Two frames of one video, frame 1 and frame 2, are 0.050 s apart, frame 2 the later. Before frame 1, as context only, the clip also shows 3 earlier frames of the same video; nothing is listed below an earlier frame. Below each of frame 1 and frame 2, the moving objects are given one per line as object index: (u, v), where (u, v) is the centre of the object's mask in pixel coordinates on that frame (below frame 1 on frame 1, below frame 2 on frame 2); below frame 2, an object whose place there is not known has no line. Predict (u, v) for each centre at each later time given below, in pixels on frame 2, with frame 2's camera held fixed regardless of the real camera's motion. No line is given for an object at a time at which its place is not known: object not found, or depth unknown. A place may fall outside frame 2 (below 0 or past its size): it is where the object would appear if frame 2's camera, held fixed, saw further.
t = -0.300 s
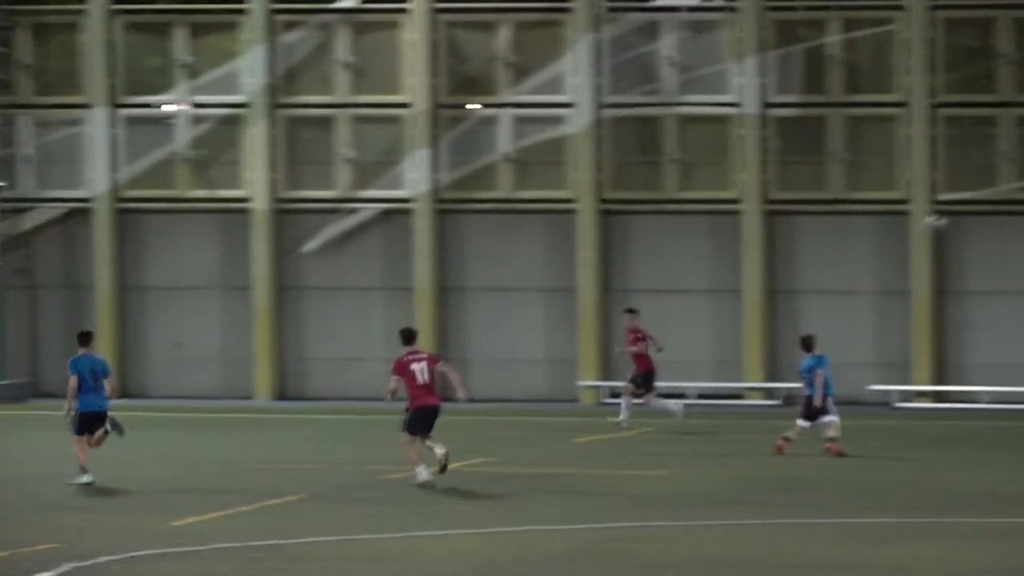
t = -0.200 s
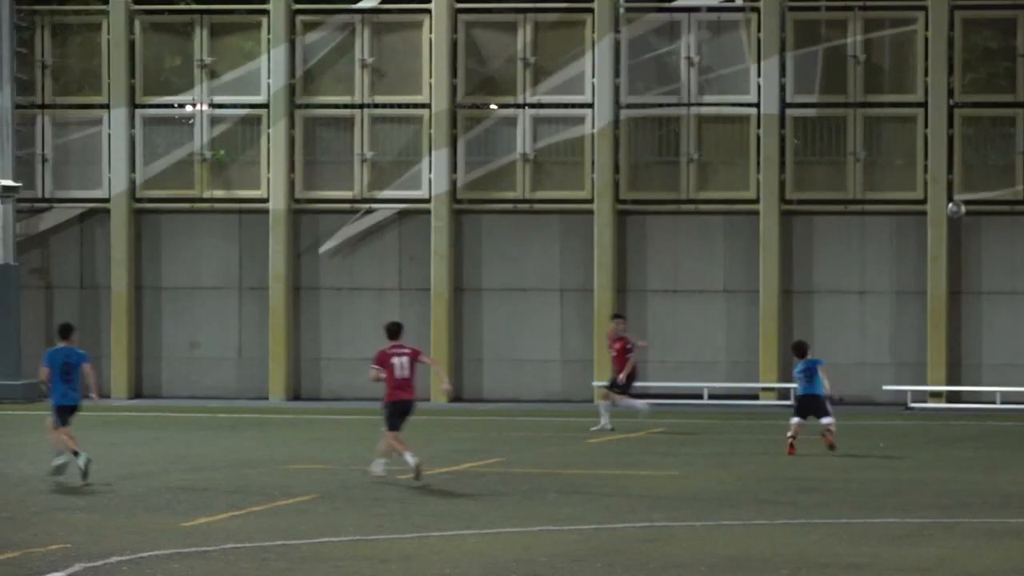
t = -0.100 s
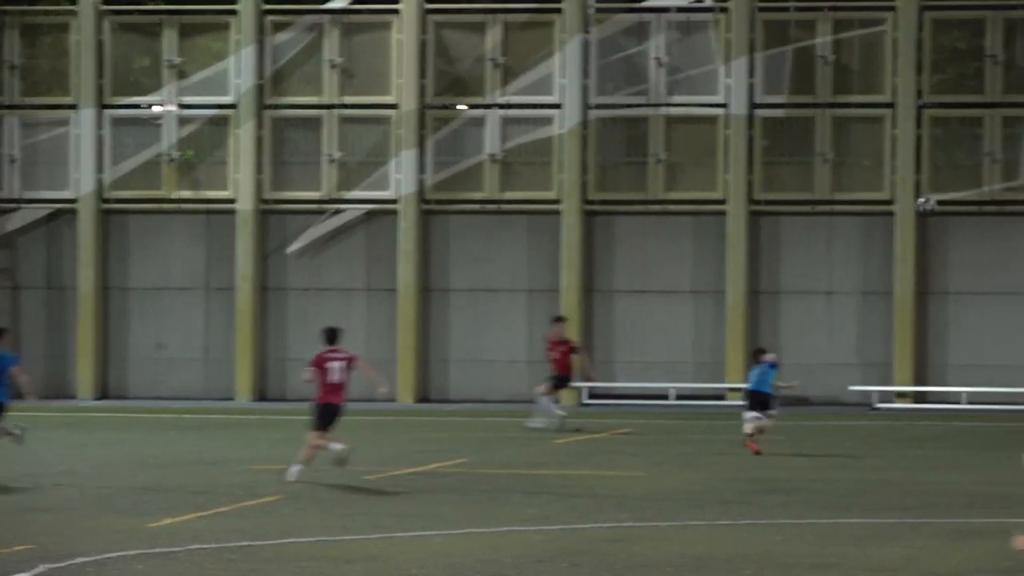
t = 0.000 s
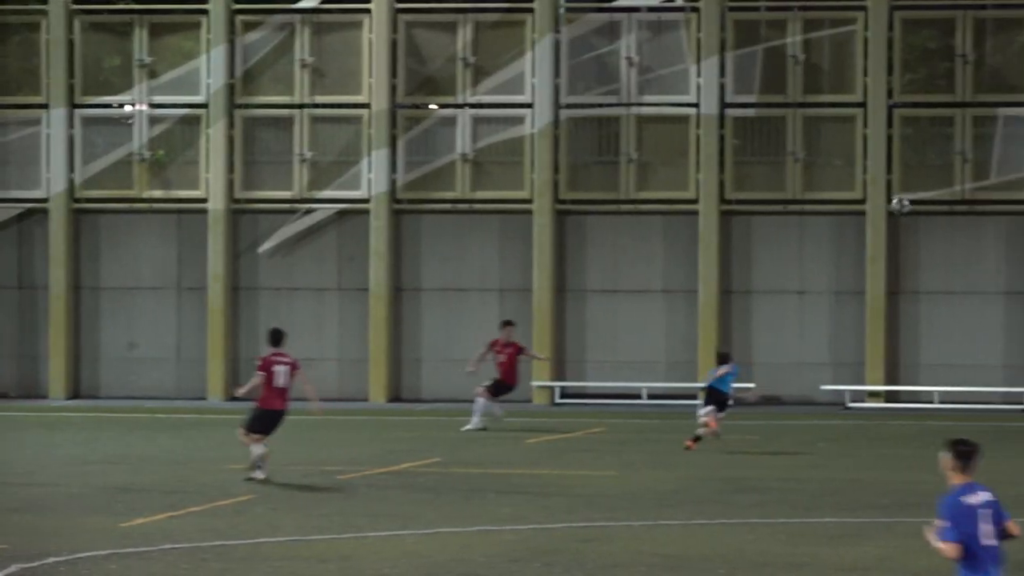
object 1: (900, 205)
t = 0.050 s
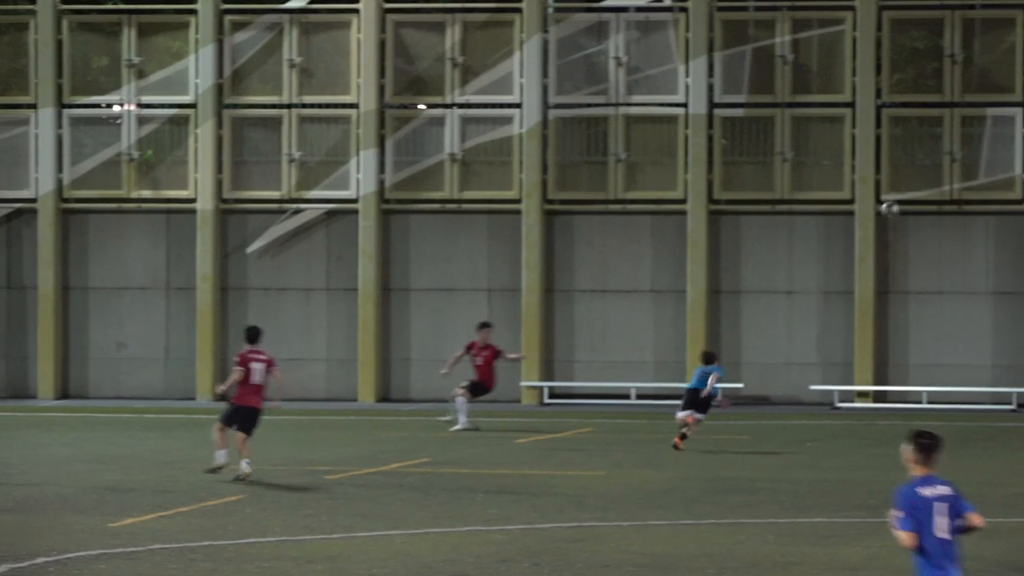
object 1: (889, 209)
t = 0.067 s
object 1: (889, 211)
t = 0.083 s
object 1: (890, 213)
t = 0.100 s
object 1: (891, 215)
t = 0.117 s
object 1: (891, 218)
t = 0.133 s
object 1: (891, 220)
